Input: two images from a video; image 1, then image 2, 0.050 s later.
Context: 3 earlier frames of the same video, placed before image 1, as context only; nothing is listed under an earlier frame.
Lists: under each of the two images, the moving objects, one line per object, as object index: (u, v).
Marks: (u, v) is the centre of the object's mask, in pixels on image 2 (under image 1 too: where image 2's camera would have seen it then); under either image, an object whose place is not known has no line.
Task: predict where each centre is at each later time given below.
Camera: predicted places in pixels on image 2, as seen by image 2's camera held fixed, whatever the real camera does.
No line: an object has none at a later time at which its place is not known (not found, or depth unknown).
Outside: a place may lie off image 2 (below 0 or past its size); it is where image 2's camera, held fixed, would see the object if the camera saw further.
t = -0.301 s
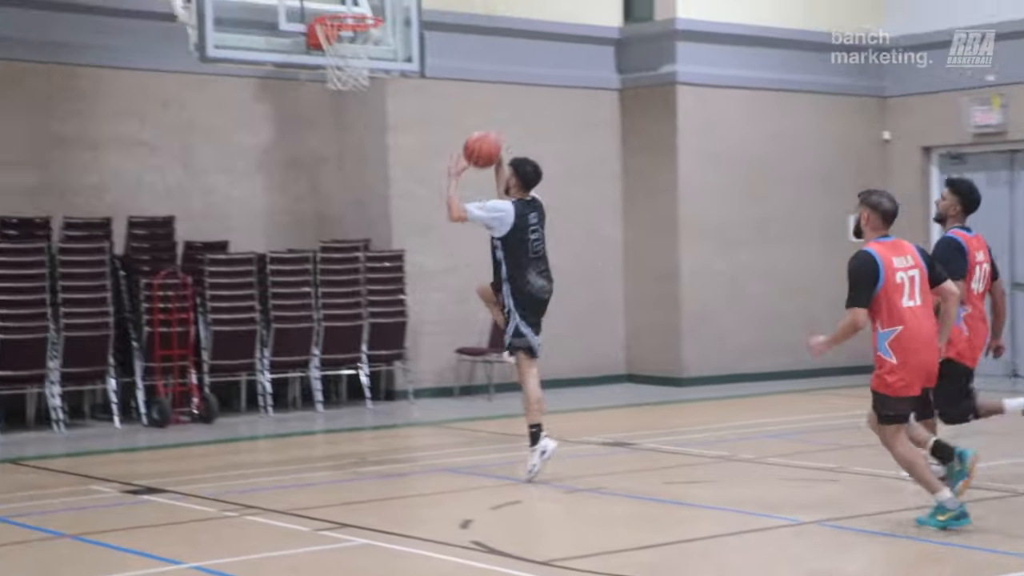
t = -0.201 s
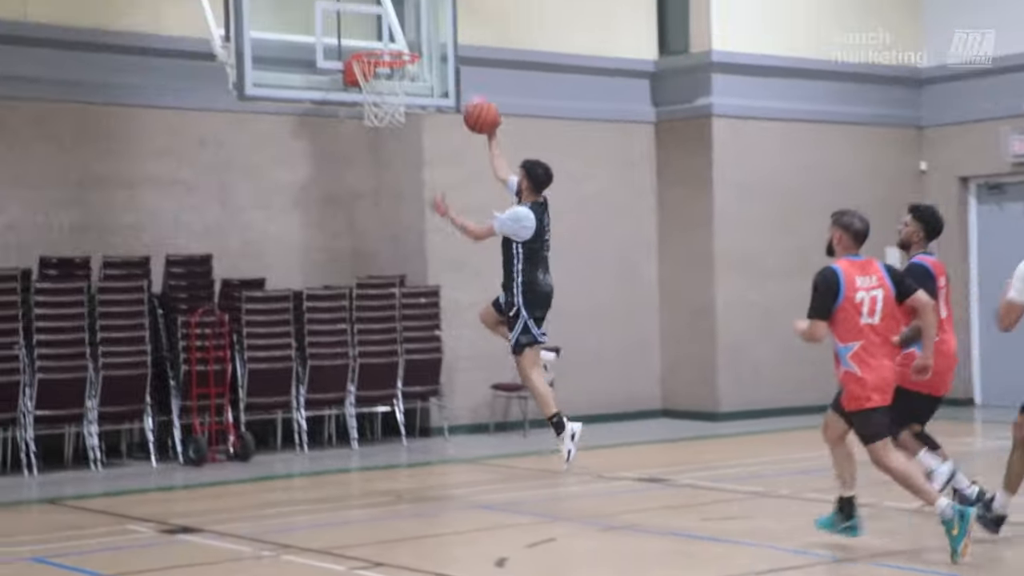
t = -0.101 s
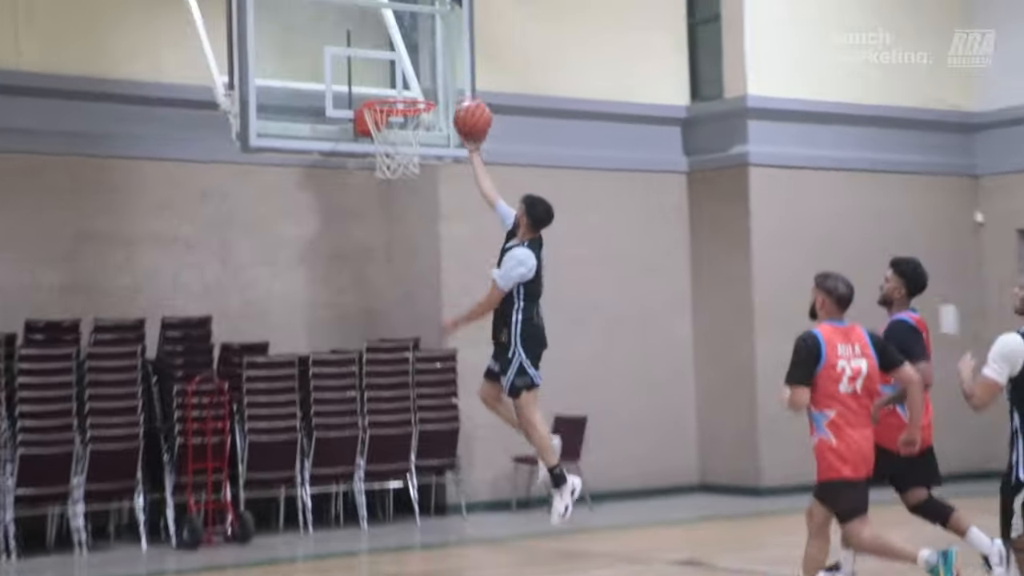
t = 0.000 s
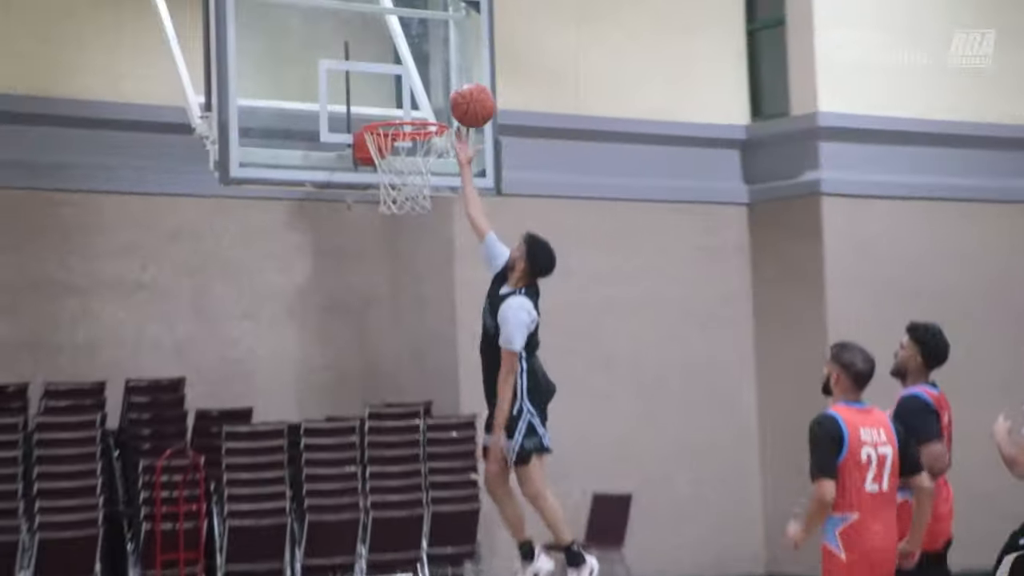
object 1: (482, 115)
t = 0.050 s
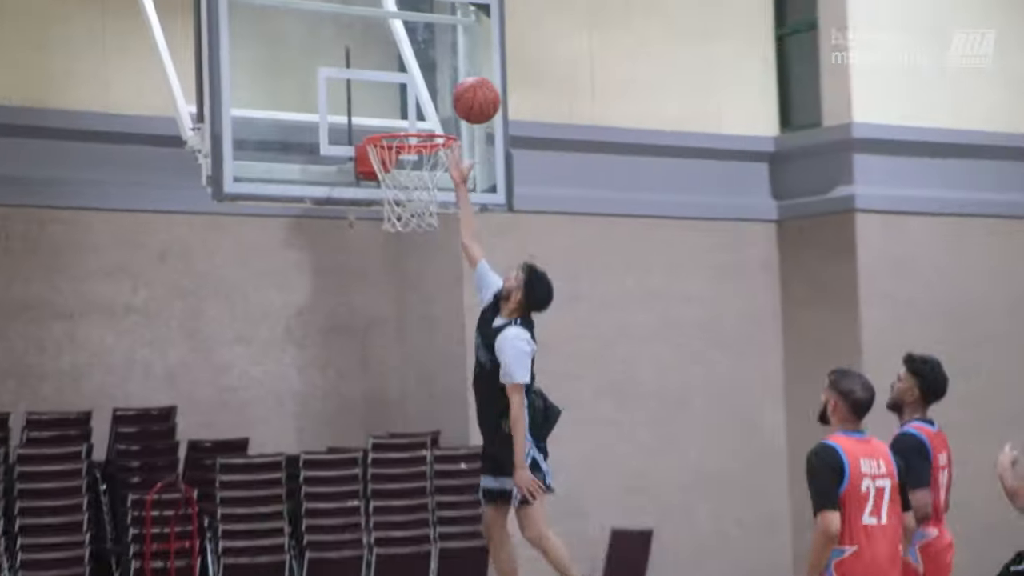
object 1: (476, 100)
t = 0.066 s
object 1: (475, 96)
